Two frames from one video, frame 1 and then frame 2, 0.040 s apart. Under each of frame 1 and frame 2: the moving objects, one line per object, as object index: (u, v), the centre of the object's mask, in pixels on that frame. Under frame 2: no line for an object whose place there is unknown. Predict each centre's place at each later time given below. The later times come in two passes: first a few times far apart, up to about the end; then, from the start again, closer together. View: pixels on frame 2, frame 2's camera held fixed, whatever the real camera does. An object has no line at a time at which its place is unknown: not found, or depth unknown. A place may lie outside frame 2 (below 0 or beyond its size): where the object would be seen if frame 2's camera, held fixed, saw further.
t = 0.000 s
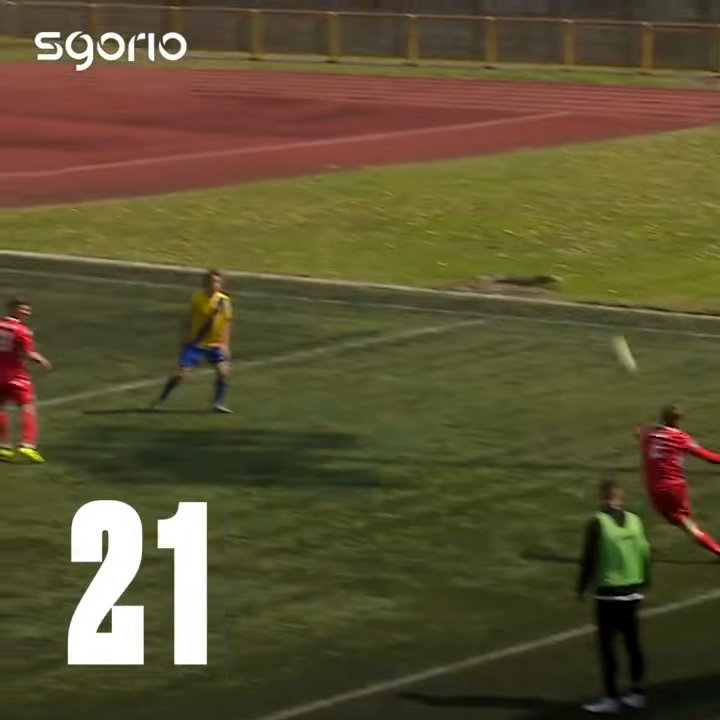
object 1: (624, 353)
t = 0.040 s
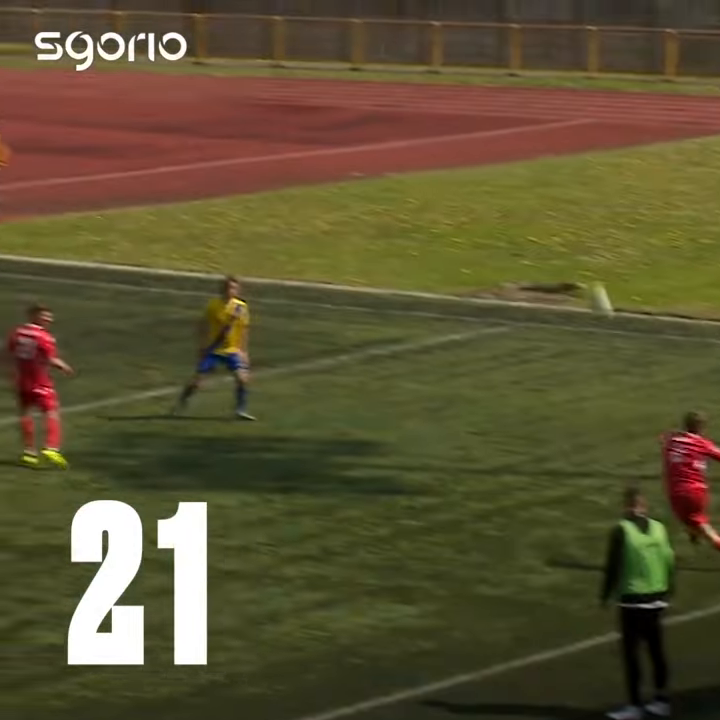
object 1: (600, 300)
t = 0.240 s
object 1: (397, 53)
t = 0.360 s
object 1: (286, -59)
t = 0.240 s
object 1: (397, 53)
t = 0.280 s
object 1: (360, 13)
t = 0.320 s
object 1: (322, -24)
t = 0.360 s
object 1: (286, -59)
